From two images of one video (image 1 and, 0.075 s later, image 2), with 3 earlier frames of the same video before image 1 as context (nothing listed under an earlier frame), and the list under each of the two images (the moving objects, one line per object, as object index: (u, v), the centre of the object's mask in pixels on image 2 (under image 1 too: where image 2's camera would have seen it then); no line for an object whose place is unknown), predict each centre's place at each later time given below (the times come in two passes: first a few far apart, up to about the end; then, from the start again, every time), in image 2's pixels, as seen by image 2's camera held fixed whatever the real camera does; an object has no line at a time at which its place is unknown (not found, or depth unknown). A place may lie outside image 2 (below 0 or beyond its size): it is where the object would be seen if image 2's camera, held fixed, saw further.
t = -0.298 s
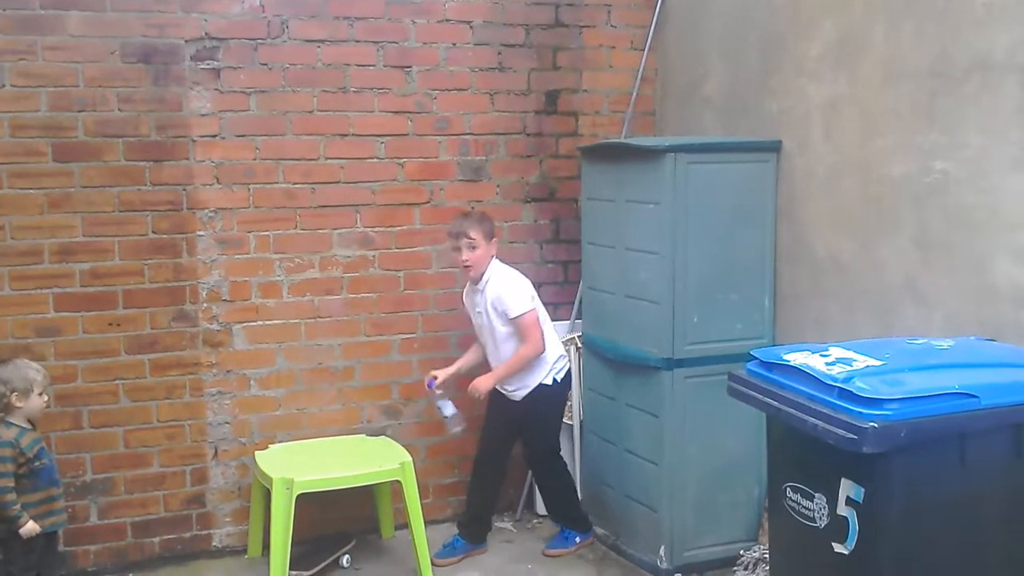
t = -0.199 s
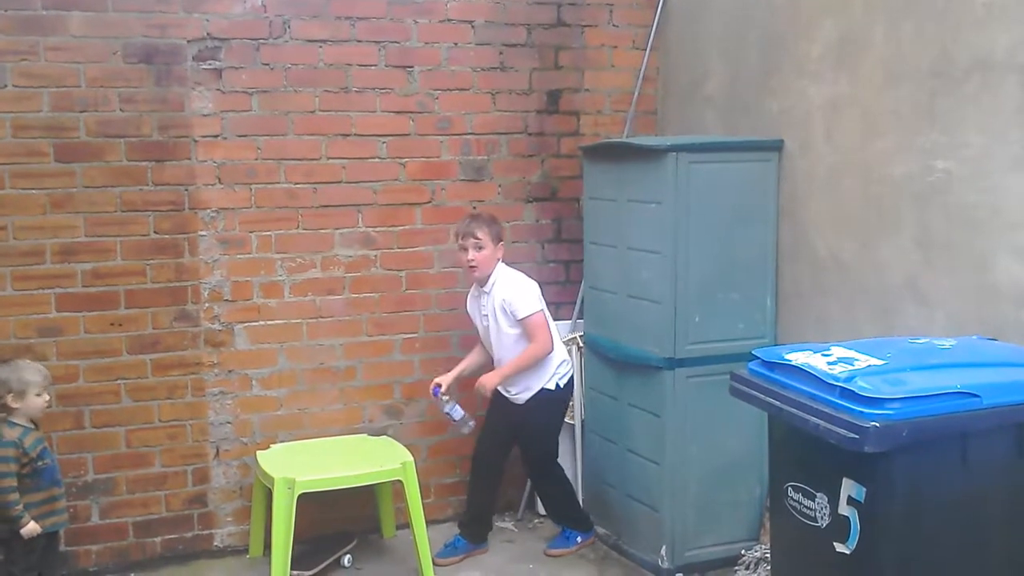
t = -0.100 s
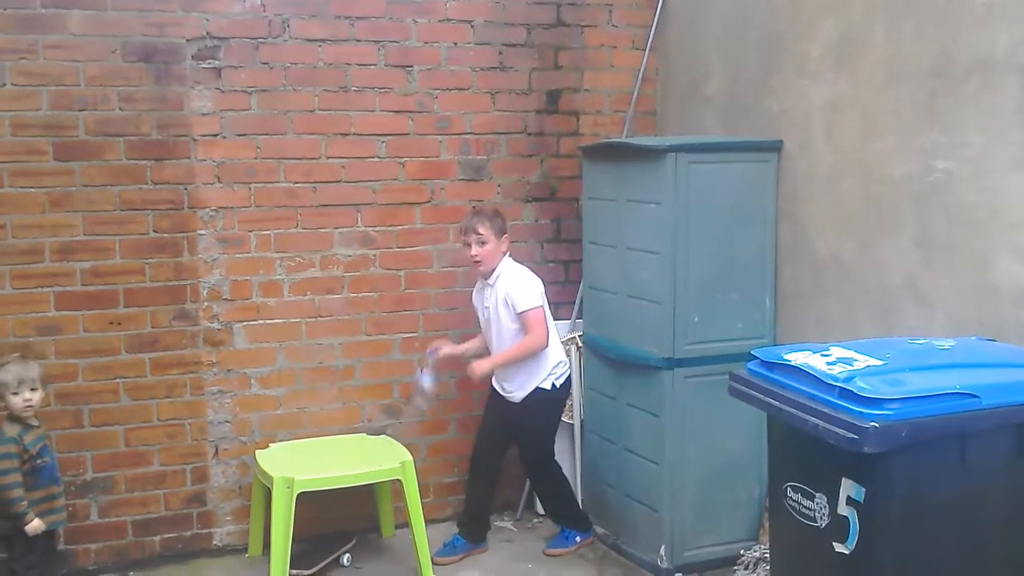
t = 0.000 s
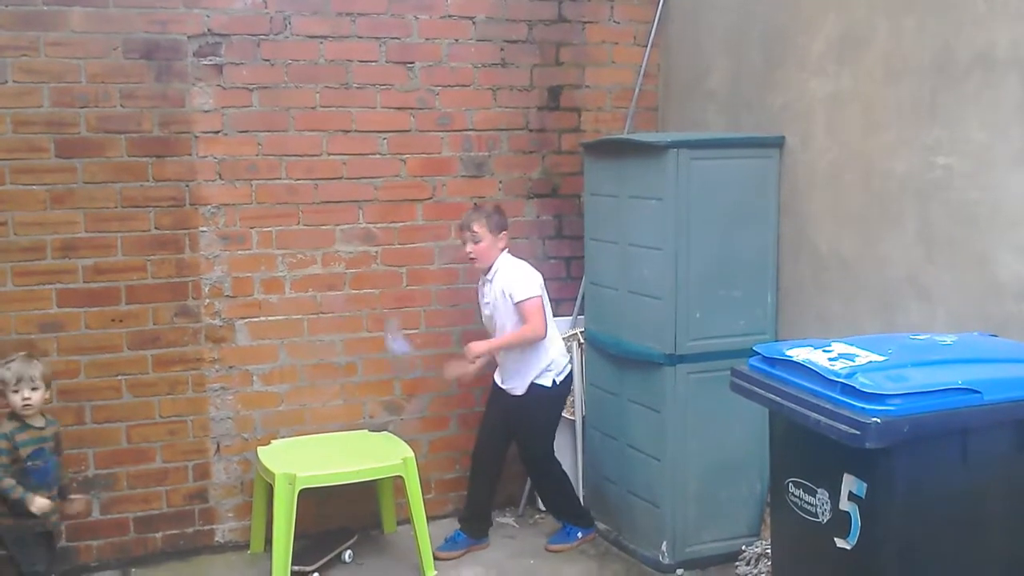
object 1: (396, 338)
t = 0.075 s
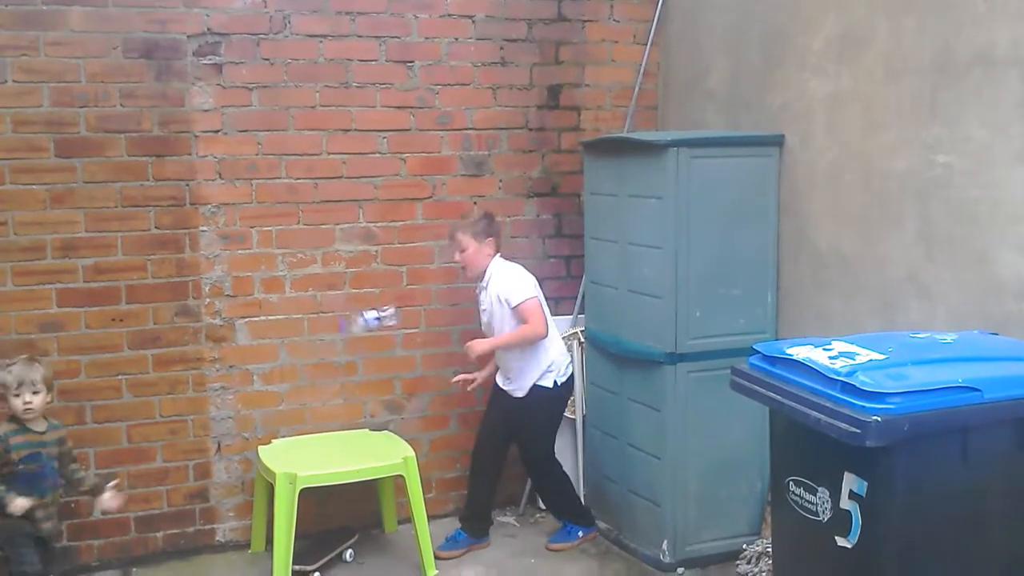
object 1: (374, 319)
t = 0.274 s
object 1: (339, 408)
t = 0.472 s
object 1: (335, 444)
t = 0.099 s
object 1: (365, 318)
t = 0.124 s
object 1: (364, 320)
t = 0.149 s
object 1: (359, 326)
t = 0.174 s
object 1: (351, 327)
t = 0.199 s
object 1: (349, 340)
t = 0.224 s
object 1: (347, 358)
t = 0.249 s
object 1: (343, 386)
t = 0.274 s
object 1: (339, 408)
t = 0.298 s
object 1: (336, 429)
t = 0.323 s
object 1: (341, 437)
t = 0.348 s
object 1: (338, 441)
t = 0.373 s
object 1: (337, 441)
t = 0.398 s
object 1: (337, 442)
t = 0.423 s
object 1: (336, 443)
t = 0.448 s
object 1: (335, 444)
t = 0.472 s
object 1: (335, 444)
